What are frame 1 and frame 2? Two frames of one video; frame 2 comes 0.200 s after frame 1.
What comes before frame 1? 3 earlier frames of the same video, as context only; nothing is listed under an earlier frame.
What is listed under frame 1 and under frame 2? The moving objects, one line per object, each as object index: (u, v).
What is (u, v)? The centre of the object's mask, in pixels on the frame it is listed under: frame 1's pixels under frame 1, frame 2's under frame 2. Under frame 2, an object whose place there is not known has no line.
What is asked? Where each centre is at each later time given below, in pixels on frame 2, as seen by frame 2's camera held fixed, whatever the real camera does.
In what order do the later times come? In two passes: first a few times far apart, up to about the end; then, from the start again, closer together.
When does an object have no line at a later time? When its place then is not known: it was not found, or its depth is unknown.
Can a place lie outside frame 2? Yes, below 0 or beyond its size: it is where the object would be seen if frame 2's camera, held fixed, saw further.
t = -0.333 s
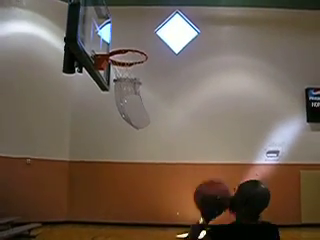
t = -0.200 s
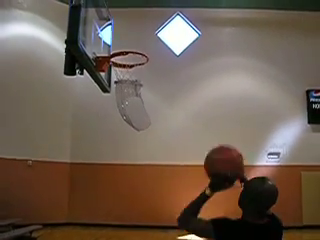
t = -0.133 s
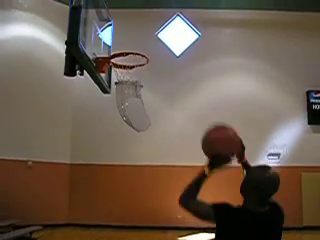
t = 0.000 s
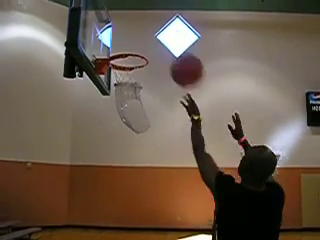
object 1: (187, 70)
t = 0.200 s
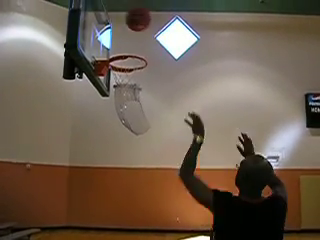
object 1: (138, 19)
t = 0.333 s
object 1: (116, 13)
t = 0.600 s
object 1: (127, 40)
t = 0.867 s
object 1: (125, 47)
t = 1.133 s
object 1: (125, 51)
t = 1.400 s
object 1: (128, 71)
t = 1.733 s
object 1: (126, 106)
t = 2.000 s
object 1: (138, 125)
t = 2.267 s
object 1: (152, 174)
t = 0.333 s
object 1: (116, 13)
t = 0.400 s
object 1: (106, 17)
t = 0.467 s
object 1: (106, 22)
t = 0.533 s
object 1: (118, 29)
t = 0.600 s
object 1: (127, 40)
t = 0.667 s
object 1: (137, 53)
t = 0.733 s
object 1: (136, 53)
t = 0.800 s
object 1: (131, 48)
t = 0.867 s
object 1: (125, 47)
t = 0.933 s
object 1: (120, 48)
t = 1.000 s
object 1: (119, 48)
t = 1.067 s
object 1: (122, 48)
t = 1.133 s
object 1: (125, 51)
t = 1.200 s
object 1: (128, 56)
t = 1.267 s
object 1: (129, 63)
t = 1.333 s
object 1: (129, 65)
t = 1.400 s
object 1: (128, 71)
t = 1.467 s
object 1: (127, 75)
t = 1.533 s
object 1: (127, 79)
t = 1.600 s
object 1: (126, 87)
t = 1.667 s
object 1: (125, 94)
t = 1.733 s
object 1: (126, 106)
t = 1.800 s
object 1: (130, 112)
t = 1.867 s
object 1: (132, 117)
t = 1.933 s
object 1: (135, 121)
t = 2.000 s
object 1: (138, 125)
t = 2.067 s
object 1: (141, 130)
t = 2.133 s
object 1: (145, 140)
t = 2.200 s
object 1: (149, 154)
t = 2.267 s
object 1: (152, 174)
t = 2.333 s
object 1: (157, 199)
